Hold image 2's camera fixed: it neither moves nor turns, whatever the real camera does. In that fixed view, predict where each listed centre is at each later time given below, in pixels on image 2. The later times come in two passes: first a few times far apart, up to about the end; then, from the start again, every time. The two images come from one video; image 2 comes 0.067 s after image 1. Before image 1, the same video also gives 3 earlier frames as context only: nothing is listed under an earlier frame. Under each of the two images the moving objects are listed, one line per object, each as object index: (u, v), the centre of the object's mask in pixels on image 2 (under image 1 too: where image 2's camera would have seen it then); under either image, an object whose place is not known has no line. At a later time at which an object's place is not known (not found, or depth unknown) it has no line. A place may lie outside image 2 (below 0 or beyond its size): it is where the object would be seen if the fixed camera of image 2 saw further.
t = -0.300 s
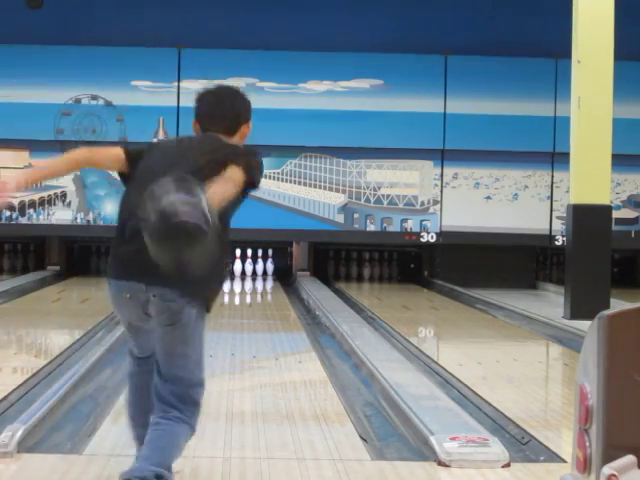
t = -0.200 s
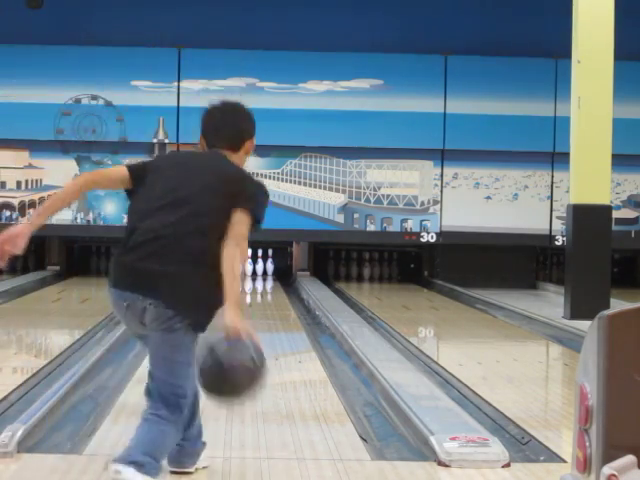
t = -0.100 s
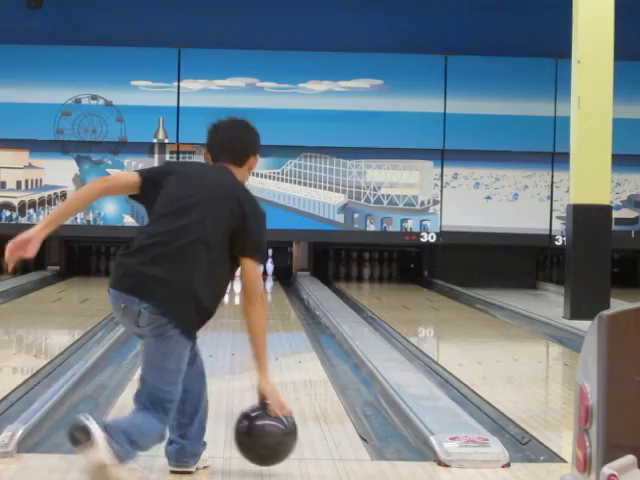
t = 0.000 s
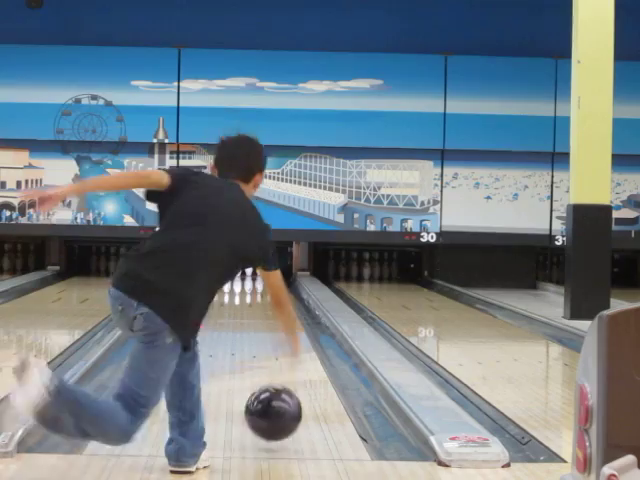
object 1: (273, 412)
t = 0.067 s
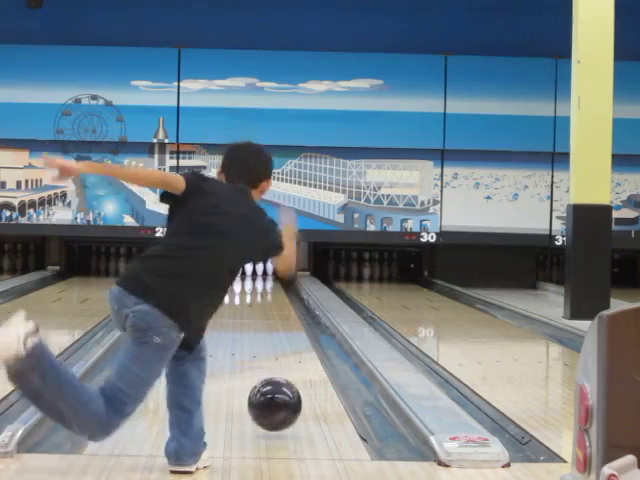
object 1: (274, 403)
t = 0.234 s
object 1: (277, 385)
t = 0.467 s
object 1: (279, 359)
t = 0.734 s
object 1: (279, 338)
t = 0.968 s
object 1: (282, 323)
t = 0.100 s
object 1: (275, 404)
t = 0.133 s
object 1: (276, 398)
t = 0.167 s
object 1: (276, 394)
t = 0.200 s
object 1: (276, 390)
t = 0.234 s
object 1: (277, 385)
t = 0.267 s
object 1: (277, 381)
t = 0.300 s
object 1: (278, 377)
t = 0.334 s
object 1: (278, 373)
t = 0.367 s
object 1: (278, 369)
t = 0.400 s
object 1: (278, 366)
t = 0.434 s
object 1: (279, 362)
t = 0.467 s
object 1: (279, 359)
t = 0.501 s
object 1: (279, 356)
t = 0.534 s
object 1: (279, 353)
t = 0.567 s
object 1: (279, 350)
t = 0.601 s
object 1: (279, 348)
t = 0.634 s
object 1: (279, 345)
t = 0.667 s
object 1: (279, 342)
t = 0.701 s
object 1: (279, 340)
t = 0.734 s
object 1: (279, 338)
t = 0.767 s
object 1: (279, 335)
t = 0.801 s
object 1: (279, 333)
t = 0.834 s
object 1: (279, 331)
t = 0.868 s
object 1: (279, 329)
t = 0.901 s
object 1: (279, 327)
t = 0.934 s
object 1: (281, 325)
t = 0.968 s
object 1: (282, 323)
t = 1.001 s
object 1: (284, 321)
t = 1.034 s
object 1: (285, 319)
